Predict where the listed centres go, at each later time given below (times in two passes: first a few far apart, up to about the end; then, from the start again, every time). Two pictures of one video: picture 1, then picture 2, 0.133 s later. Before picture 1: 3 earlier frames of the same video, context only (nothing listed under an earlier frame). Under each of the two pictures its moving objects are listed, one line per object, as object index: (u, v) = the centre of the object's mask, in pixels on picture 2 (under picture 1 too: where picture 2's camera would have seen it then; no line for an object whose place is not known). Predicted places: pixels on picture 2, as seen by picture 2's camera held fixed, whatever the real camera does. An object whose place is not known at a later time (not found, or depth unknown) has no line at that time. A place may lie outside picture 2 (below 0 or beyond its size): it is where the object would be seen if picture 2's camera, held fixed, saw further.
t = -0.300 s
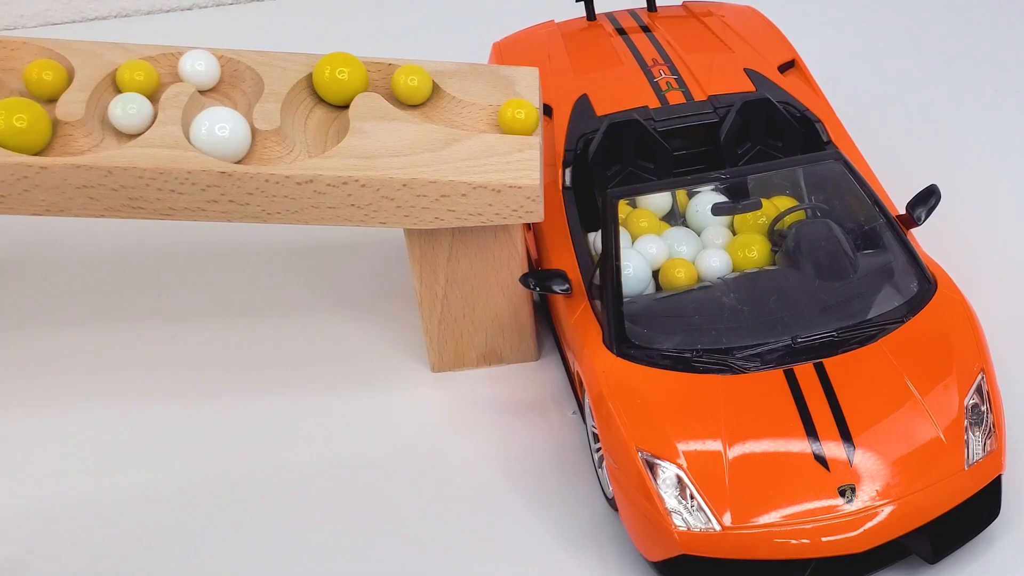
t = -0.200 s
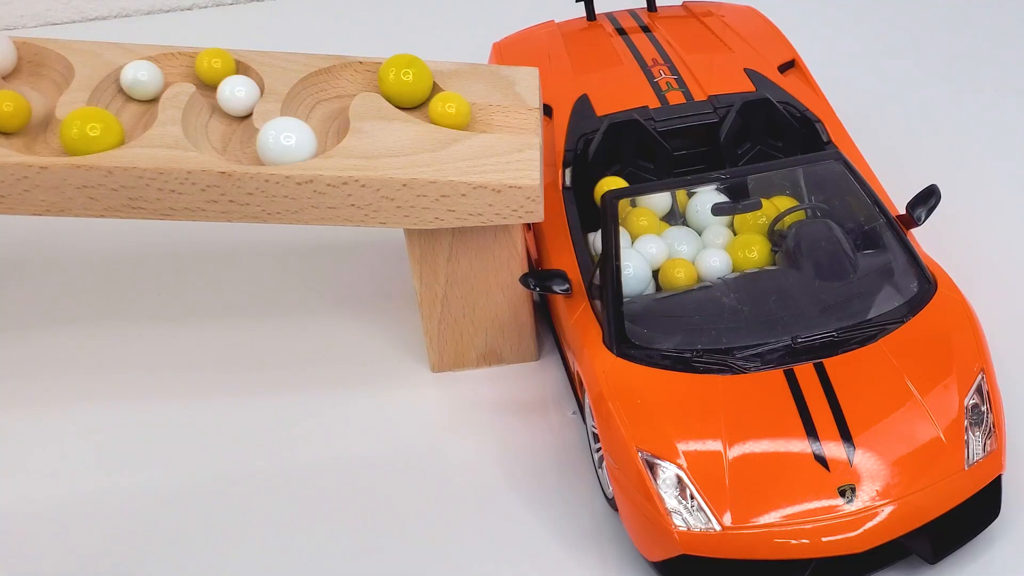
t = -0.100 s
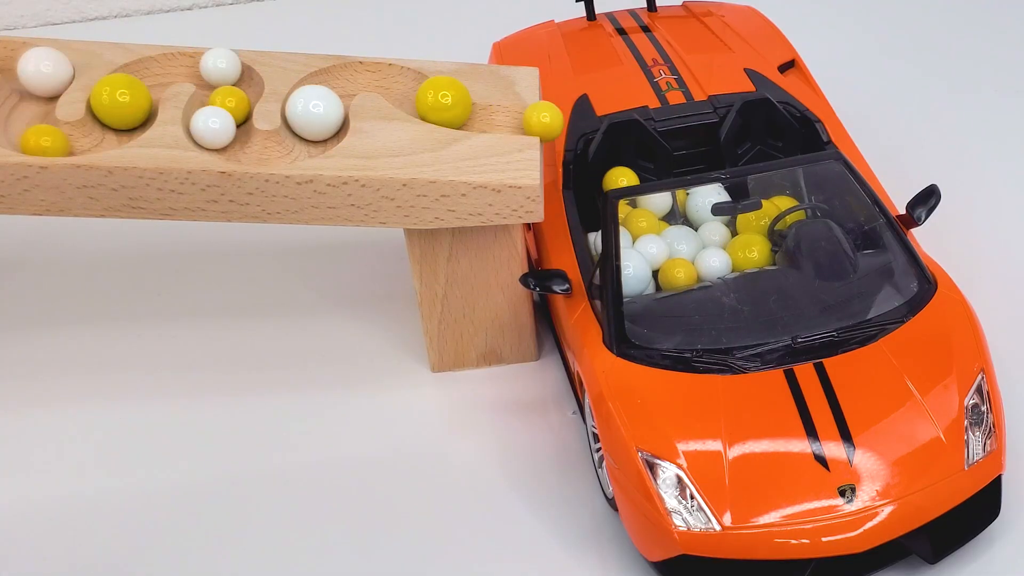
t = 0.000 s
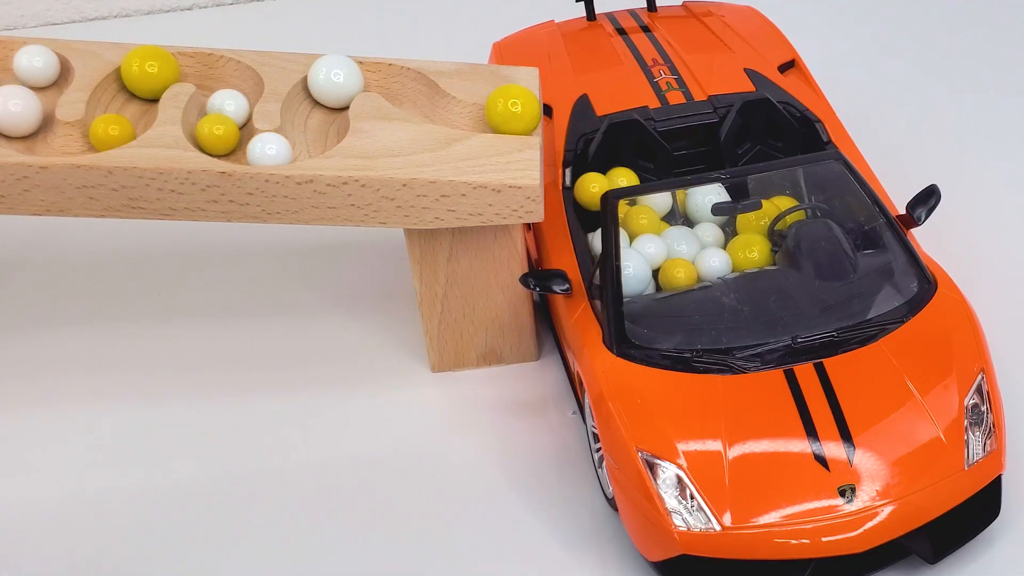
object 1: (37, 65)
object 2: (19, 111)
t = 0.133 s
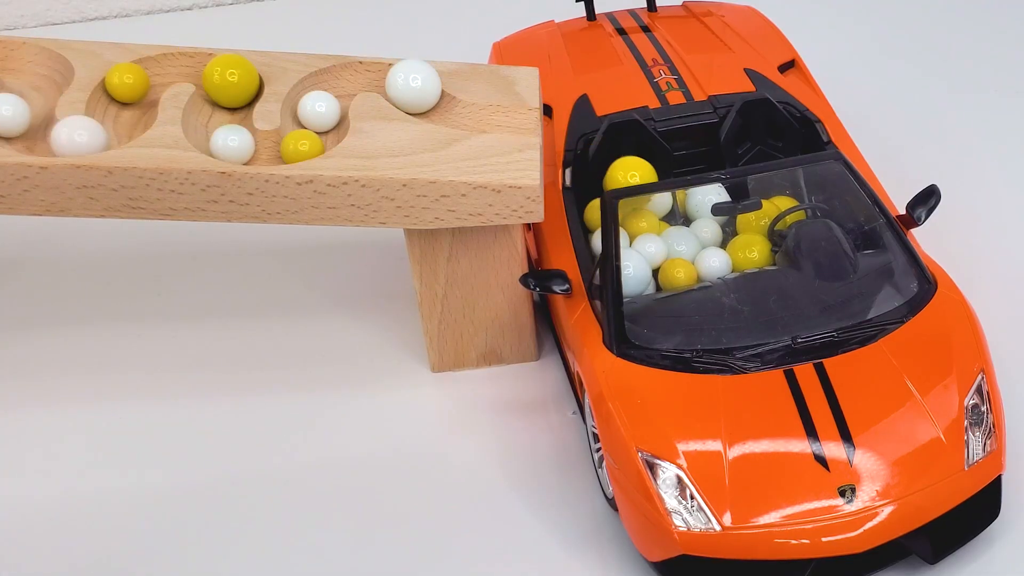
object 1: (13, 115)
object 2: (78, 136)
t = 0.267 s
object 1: (86, 138)
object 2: (120, 94)
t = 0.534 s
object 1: (207, 66)
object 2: (225, 104)
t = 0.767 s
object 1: (241, 148)
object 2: (309, 137)
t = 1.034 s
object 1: (337, 89)
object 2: (397, 81)
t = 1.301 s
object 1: (460, 112)
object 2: (544, 113)
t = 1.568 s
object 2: (685, 168)
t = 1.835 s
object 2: (685, 168)
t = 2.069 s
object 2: (691, 166)
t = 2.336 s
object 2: (690, 166)
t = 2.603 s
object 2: (704, 154)
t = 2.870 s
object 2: (704, 154)
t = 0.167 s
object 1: (17, 129)
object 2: (109, 128)
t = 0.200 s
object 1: (35, 138)
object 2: (125, 117)
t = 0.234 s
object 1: (59, 141)
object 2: (124, 108)
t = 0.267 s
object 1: (86, 138)
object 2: (120, 94)
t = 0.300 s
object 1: (109, 132)
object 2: (133, 87)
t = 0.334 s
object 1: (125, 120)
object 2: (150, 75)
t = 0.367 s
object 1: (131, 106)
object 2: (167, 65)
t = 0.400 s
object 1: (127, 93)
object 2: (189, 64)
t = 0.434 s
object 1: (133, 80)
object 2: (212, 72)
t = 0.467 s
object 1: (152, 75)
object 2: (232, 80)
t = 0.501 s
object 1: (180, 69)
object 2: (237, 88)
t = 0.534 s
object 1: (207, 66)
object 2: (225, 104)
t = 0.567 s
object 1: (229, 72)
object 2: (212, 112)
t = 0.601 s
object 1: (237, 86)
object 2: (217, 125)
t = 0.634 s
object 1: (233, 98)
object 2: (226, 137)
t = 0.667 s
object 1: (217, 113)
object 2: (235, 143)
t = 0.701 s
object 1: (209, 128)
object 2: (254, 147)
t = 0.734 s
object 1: (218, 140)
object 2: (282, 145)
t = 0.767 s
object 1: (241, 148)
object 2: (309, 137)
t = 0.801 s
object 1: (271, 151)
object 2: (322, 126)
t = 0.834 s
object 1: (299, 145)
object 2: (317, 115)
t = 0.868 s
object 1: (317, 137)
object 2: (309, 102)
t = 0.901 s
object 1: (321, 124)
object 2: (320, 93)
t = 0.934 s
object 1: (315, 114)
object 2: (335, 83)
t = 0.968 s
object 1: (313, 103)
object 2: (350, 74)
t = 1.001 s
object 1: (323, 97)
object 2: (373, 75)
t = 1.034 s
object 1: (337, 89)
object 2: (397, 81)
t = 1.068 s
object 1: (351, 79)
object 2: (415, 84)
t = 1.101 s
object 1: (369, 75)
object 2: (423, 95)
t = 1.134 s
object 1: (389, 81)
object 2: (430, 100)
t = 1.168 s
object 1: (405, 88)
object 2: (448, 106)
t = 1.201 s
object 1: (418, 94)
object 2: (471, 108)
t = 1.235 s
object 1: (428, 103)
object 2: (494, 112)
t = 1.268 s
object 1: (440, 108)
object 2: (517, 113)
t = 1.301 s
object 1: (460, 112)
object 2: (544, 113)
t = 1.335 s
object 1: (484, 114)
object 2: (574, 131)
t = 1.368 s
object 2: (603, 154)
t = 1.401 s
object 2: (631, 149)
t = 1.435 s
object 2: (660, 159)
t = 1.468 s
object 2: (686, 166)
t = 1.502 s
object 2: (687, 166)
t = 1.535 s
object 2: (685, 168)
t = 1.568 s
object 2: (685, 168)
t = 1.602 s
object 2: (685, 168)
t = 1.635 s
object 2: (685, 168)
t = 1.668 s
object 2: (685, 168)
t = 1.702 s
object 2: (684, 168)
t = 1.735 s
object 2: (685, 168)
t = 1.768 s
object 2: (685, 168)
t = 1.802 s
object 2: (684, 168)
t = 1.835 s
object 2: (685, 168)
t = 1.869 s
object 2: (685, 168)
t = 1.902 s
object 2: (686, 167)
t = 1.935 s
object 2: (685, 168)
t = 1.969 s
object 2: (685, 168)
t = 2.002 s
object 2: (685, 168)
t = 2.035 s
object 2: (686, 167)
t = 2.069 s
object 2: (691, 166)
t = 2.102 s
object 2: (691, 165)
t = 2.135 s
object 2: (690, 165)
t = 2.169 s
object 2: (690, 166)
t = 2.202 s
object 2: (690, 166)
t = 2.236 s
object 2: (690, 166)
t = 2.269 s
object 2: (689, 166)
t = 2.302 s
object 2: (689, 166)
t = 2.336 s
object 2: (690, 166)
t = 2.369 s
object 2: (690, 165)
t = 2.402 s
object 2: (694, 162)
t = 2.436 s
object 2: (697, 160)
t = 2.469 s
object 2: (699, 157)
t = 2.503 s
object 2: (702, 155)
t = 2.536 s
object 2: (704, 153)
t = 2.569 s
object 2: (703, 154)
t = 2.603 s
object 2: (704, 154)
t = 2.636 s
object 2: (704, 154)
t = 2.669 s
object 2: (704, 154)
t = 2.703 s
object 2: (704, 154)
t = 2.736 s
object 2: (704, 154)
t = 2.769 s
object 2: (704, 154)
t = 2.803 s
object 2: (704, 154)
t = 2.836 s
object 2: (704, 154)
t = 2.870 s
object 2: (704, 154)
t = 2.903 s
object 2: (704, 154)
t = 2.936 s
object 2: (704, 154)
